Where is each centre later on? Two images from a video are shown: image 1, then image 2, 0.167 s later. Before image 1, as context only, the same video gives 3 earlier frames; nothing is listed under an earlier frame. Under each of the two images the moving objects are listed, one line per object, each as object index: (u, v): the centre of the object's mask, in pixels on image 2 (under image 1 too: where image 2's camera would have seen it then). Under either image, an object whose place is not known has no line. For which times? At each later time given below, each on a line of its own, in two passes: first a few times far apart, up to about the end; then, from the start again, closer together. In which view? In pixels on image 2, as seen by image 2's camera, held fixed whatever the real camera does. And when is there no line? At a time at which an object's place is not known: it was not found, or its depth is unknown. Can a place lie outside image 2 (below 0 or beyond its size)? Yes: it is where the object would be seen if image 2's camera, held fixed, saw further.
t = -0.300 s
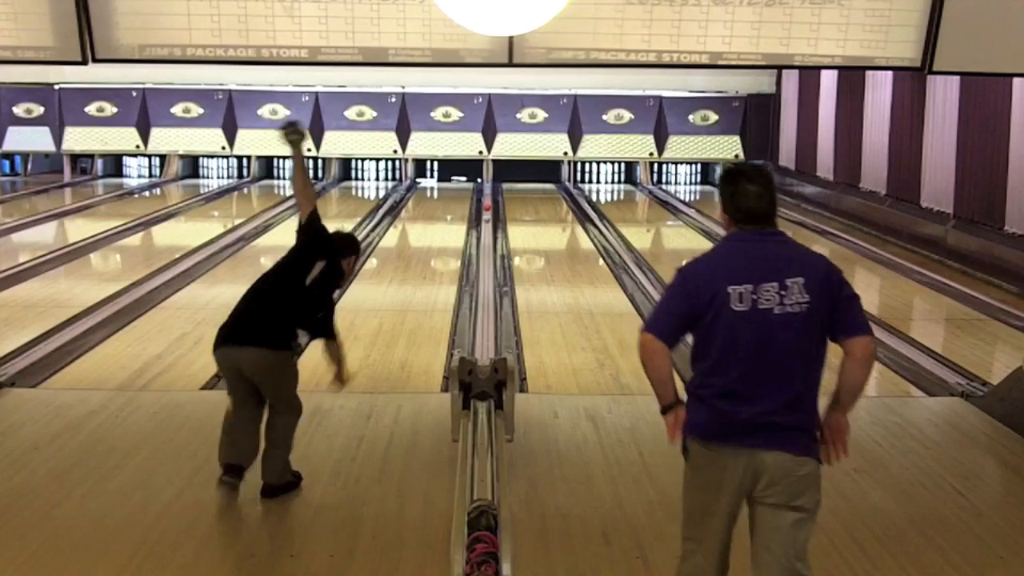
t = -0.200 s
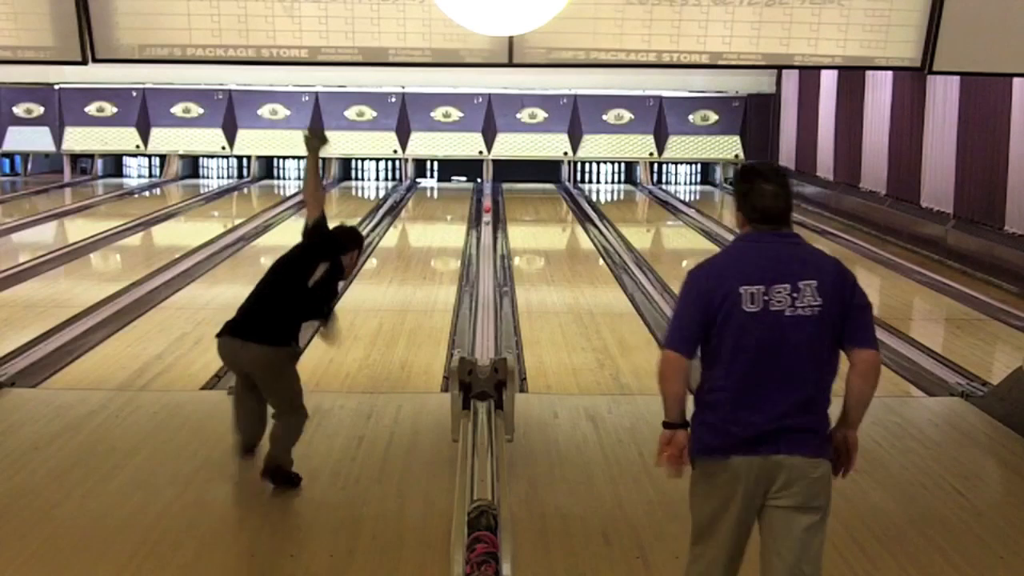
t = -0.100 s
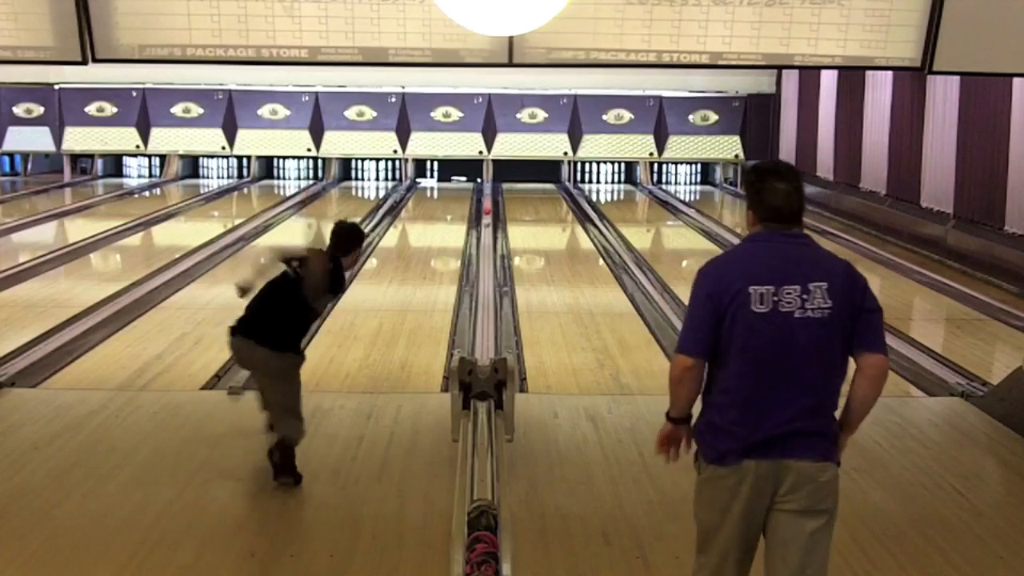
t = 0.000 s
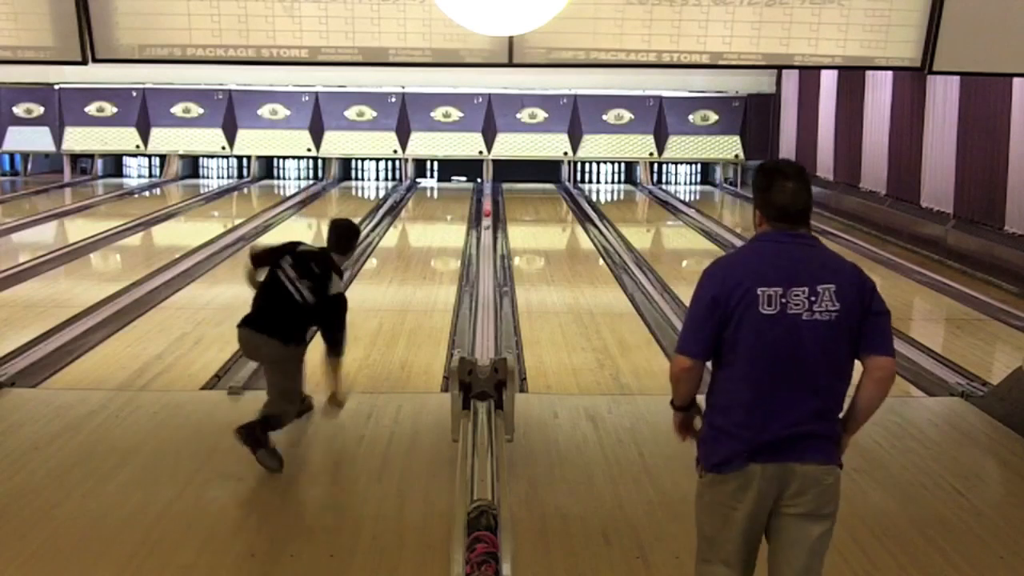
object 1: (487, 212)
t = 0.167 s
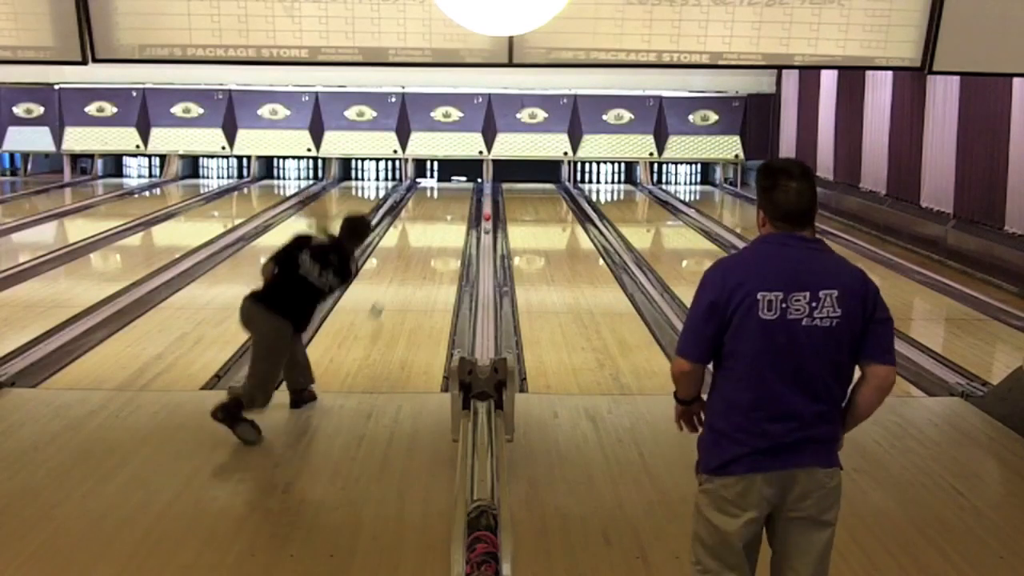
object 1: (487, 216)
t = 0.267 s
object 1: (487, 218)
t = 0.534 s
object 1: (487, 225)
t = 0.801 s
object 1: (486, 231)
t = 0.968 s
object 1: (487, 236)
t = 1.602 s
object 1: (486, 256)
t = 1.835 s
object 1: (486, 266)
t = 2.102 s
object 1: (487, 277)
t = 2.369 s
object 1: (488, 290)
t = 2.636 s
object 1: (489, 300)
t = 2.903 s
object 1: (485, 321)
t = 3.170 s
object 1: (485, 341)
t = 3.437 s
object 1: (483, 353)
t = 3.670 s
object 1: (483, 351)
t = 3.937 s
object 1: (483, 362)
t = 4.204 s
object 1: (483, 350)
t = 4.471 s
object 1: (483, 368)
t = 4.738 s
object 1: (482, 392)
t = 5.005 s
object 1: (483, 409)
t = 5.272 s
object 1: (483, 426)
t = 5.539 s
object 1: (482, 443)
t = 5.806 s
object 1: (482, 463)
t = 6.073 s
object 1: (482, 485)
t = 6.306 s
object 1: (483, 502)
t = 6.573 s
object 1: (483, 505)
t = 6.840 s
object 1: (482, 505)
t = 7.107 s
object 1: (482, 505)
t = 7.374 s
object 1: (482, 506)
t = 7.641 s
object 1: (482, 506)
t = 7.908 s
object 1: (482, 506)
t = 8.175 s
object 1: (482, 506)
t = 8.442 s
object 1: (482, 506)
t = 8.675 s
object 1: (482, 506)
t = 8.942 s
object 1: (482, 506)
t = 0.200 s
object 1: (487, 217)
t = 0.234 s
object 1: (487, 217)
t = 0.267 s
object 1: (487, 218)
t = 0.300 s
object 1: (487, 219)
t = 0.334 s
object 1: (487, 220)
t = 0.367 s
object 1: (487, 220)
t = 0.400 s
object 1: (487, 221)
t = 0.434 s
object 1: (487, 222)
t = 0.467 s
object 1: (487, 223)
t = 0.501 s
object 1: (487, 223)
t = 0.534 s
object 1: (487, 225)
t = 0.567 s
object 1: (487, 225)
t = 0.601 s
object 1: (487, 226)
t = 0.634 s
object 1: (487, 227)
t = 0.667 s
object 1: (487, 228)
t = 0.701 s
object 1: (487, 229)
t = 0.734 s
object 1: (487, 229)
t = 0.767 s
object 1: (486, 230)
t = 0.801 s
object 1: (486, 231)
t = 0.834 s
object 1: (487, 232)
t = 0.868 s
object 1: (486, 233)
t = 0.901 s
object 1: (486, 234)
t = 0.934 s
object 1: (486, 235)
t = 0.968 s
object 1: (487, 236)
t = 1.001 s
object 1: (486, 237)
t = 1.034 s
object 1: (486, 238)
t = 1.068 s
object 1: (486, 238)
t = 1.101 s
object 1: (486, 240)
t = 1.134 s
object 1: (486, 241)
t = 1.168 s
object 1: (486, 242)
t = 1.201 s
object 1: (486, 243)
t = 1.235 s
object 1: (486, 244)
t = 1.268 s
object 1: (486, 245)
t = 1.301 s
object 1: (486, 246)
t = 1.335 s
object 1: (486, 248)
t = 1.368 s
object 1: (486, 248)
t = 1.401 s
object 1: (486, 249)
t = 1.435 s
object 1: (486, 251)
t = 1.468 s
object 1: (486, 252)
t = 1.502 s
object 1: (486, 253)
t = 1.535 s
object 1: (486, 254)
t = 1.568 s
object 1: (486, 255)
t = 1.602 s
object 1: (486, 256)
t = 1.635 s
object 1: (486, 258)
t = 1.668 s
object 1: (486, 259)
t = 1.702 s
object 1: (486, 261)
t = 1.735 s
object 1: (486, 262)
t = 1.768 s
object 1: (486, 263)
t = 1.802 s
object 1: (486, 264)
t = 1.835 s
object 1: (486, 266)
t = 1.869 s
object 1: (486, 267)
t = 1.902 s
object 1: (486, 268)
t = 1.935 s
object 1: (487, 270)
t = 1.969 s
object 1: (487, 272)
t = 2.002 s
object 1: (486, 273)
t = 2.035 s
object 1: (487, 274)
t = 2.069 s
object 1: (487, 276)
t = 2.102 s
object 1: (487, 277)
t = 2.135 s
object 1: (488, 279)
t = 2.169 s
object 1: (488, 281)
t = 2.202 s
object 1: (488, 282)
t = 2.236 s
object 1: (488, 283)
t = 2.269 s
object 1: (488, 285)
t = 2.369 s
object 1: (488, 290)
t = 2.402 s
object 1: (489, 291)
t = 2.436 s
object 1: (489, 292)
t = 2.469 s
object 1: (489, 293)
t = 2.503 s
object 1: (489, 295)
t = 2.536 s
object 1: (488, 296)
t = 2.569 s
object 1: (489, 297)
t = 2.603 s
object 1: (489, 299)
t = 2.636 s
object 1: (489, 300)
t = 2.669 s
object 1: (489, 301)
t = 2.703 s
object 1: (488, 304)
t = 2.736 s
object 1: (488, 306)
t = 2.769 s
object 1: (486, 313)
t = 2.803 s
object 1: (485, 315)
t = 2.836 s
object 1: (485, 317)
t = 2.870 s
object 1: (485, 319)
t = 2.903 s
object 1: (485, 321)
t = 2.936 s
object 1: (485, 323)
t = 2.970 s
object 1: (485, 326)
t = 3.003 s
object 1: (485, 329)
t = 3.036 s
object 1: (485, 331)
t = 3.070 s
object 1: (485, 333)
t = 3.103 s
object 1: (485, 336)
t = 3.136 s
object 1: (485, 339)
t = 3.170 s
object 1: (485, 341)
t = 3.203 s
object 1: (485, 344)
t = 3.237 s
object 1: (485, 347)
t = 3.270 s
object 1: (485, 349)
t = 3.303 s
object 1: (484, 352)
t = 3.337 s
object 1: (484, 353)
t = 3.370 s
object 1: (484, 355)
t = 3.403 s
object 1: (484, 354)
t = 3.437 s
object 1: (483, 353)
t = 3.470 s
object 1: (483, 352)
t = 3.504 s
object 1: (483, 352)
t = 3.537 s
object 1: (484, 350)
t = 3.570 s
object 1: (483, 349)
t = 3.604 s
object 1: (483, 349)
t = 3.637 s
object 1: (483, 349)
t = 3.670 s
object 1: (483, 351)
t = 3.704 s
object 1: (483, 352)
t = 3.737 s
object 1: (483, 354)
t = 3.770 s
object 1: (483, 357)
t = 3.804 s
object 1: (483, 358)
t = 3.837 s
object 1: (483, 361)
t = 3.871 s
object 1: (483, 360)
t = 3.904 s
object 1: (483, 362)
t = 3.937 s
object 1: (483, 362)
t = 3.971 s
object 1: (483, 353)
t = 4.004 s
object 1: (483, 352)
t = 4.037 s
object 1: (483, 351)
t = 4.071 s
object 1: (484, 350)
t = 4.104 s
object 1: (483, 350)
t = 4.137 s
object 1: (484, 349)
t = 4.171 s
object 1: (483, 349)
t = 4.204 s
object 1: (483, 350)
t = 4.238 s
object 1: (483, 352)
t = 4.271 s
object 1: (483, 354)
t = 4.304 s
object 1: (484, 357)
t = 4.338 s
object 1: (483, 358)
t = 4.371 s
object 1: (483, 361)
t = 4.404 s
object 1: (483, 362)
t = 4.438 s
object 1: (483, 365)
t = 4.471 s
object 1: (483, 368)
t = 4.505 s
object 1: (484, 369)
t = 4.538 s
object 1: (485, 373)
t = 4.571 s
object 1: (487, 375)
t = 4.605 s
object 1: (486, 378)
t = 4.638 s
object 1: (484, 381)
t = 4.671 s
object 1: (482, 387)
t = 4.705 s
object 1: (482, 392)
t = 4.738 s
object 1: (482, 392)
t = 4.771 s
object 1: (483, 394)
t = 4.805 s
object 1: (483, 397)
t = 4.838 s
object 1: (483, 399)
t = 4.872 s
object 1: (483, 401)
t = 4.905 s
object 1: (482, 403)
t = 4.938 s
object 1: (483, 406)
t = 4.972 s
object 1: (483, 406)
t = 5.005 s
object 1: (483, 409)
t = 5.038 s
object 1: (482, 411)
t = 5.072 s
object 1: (482, 412)
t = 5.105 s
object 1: (482, 414)
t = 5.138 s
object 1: (483, 417)
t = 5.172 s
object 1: (482, 419)
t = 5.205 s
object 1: (482, 422)
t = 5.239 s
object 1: (482, 423)
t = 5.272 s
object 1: (483, 426)
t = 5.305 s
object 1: (482, 427)
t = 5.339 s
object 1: (482, 430)
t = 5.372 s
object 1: (482, 432)
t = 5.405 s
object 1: (482, 434)
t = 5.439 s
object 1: (483, 436)
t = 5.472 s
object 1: (482, 439)
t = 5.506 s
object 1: (483, 441)
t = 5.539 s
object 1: (482, 443)
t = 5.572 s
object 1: (483, 446)
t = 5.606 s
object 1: (482, 448)
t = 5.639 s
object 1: (482, 451)
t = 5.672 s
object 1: (482, 453)
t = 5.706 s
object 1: (482, 455)
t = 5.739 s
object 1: (482, 458)
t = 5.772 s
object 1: (482, 461)
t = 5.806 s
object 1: (482, 463)
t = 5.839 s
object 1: (482, 466)
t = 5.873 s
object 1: (482, 469)
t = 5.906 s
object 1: (482, 471)
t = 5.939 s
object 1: (482, 474)
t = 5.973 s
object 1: (482, 477)
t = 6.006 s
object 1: (482, 479)
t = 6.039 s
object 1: (482, 482)
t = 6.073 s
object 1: (482, 485)
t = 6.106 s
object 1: (482, 488)
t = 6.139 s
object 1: (482, 492)
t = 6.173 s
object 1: (482, 494)
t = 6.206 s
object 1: (482, 496)
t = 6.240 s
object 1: (483, 498)
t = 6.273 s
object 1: (482, 500)
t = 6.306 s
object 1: (483, 502)
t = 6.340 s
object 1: (483, 503)
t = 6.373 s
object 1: (483, 505)
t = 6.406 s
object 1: (482, 505)
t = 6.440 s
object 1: (483, 505)
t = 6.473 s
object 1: (483, 505)
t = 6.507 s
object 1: (483, 505)
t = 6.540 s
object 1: (482, 505)
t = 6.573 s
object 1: (483, 505)
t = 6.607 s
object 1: (483, 505)
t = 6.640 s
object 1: (482, 505)
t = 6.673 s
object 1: (482, 505)
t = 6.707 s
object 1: (482, 505)
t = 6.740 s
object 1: (483, 505)
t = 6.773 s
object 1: (482, 506)
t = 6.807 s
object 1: (482, 506)
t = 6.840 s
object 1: (482, 505)
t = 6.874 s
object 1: (482, 505)
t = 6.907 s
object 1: (482, 506)
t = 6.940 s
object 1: (482, 505)
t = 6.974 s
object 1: (482, 506)
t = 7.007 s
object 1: (482, 506)
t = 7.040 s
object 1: (483, 505)
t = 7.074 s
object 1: (482, 506)
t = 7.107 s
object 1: (482, 505)
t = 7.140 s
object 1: (482, 506)
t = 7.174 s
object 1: (482, 506)
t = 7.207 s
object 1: (482, 506)
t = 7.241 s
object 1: (482, 506)
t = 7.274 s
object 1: (482, 506)
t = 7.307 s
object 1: (482, 506)
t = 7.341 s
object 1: (482, 506)
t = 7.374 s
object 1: (482, 506)
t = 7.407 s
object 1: (482, 506)
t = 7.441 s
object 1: (482, 506)
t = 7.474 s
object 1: (482, 506)
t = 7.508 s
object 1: (482, 506)
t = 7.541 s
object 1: (482, 506)
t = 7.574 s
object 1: (482, 506)
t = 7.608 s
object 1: (482, 506)
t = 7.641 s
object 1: (482, 506)
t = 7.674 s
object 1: (482, 506)
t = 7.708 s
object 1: (482, 506)
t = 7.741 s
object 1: (482, 506)
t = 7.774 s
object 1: (482, 506)
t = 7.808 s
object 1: (482, 506)
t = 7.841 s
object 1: (482, 506)
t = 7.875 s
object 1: (482, 506)
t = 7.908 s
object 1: (482, 506)
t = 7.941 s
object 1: (482, 506)
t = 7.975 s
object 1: (482, 506)
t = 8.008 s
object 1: (482, 506)
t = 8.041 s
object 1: (482, 506)
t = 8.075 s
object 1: (482, 506)
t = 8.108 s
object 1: (482, 506)
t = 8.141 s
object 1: (482, 506)
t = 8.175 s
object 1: (482, 506)
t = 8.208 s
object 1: (483, 506)
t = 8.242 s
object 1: (482, 506)
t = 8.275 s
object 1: (482, 506)
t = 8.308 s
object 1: (483, 506)
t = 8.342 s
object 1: (482, 506)
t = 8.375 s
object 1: (482, 506)
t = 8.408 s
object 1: (482, 506)
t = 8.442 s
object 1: (482, 506)
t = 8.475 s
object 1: (482, 506)
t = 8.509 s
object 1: (482, 506)
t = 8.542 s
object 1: (482, 506)
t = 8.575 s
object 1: (482, 506)
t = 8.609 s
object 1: (482, 506)
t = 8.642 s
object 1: (482, 506)
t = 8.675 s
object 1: (482, 506)
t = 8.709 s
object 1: (482, 506)
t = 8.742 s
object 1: (482, 506)
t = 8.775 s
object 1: (482, 506)
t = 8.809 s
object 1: (482, 506)
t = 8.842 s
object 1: (482, 506)
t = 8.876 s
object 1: (482, 506)
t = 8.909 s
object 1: (482, 506)
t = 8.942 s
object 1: (482, 506)
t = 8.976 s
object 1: (482, 506)
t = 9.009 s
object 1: (482, 506)
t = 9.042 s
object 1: (482, 506)
